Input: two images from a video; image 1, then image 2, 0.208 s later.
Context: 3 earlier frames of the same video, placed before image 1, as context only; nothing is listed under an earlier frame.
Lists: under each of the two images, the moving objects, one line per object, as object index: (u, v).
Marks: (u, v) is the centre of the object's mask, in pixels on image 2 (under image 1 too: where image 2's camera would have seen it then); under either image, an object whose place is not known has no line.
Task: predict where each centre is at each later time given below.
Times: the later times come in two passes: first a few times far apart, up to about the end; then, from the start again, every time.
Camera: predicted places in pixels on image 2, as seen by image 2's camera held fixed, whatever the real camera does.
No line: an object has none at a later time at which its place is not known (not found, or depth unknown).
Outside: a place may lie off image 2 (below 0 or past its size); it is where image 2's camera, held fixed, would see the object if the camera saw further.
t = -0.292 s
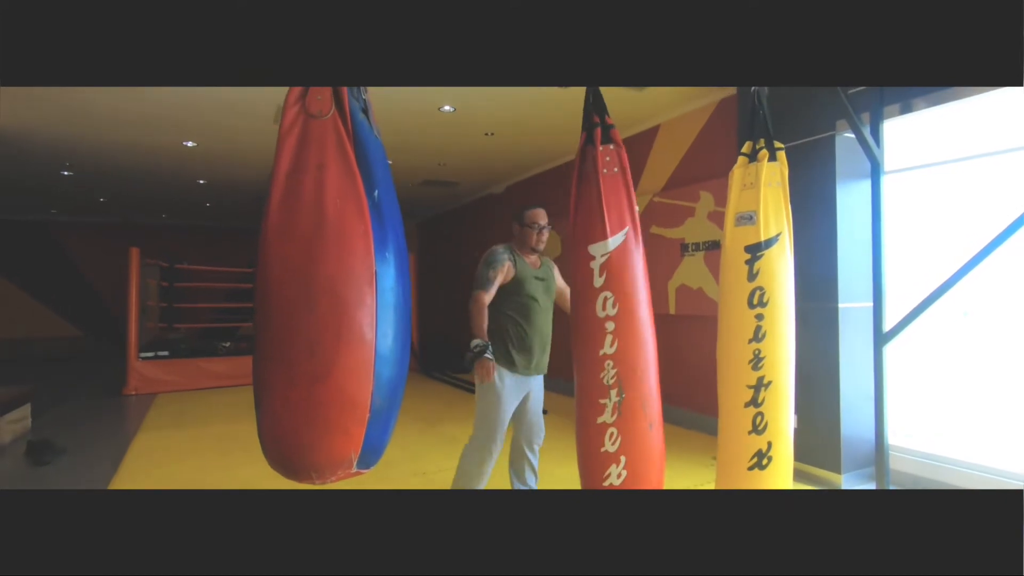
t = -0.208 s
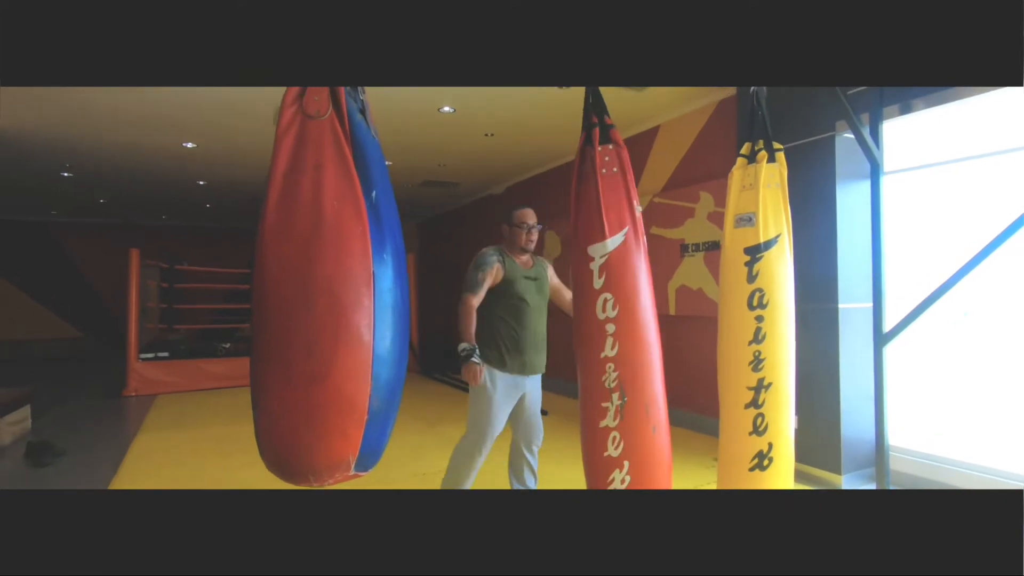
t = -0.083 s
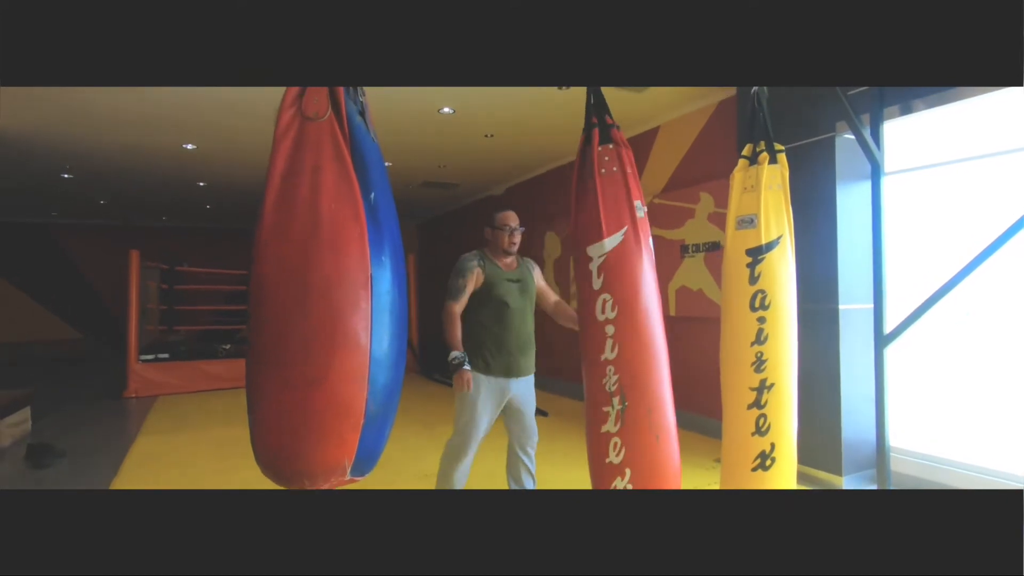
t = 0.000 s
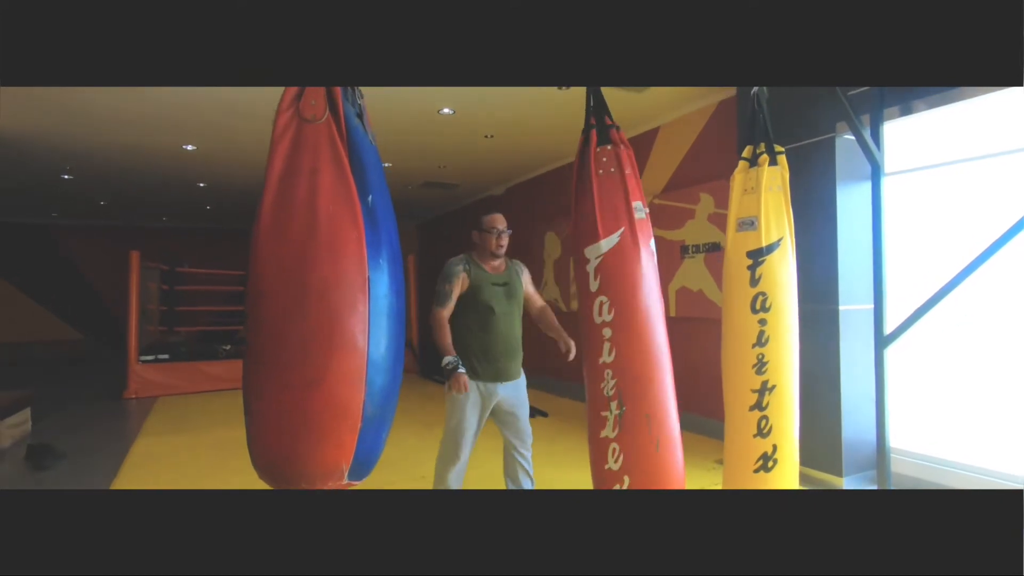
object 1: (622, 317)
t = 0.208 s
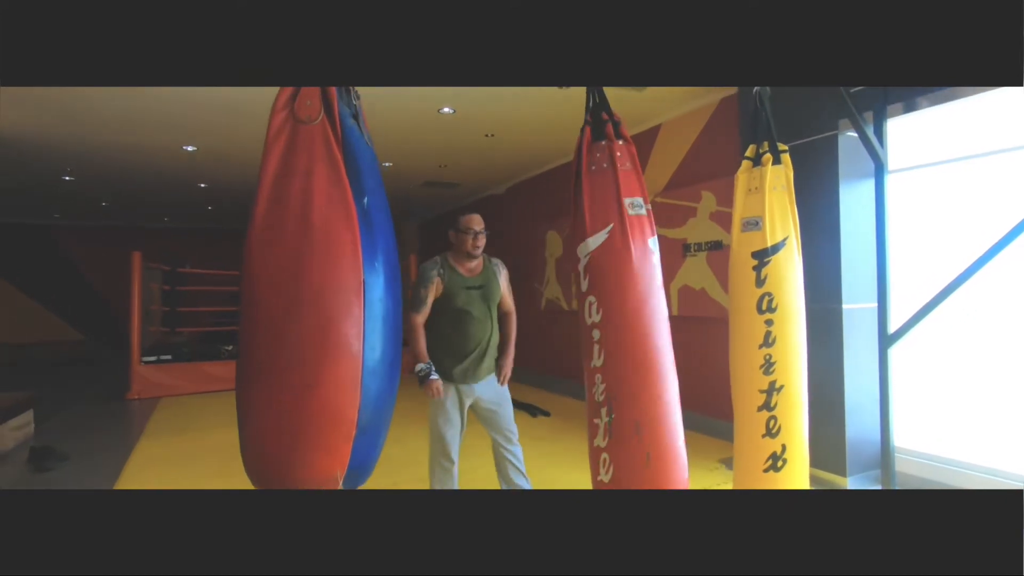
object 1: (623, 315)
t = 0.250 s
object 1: (623, 314)
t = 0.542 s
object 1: (607, 310)
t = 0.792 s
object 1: (587, 307)
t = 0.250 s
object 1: (623, 314)
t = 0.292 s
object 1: (621, 315)
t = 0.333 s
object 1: (620, 314)
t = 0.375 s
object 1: (618, 314)
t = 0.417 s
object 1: (615, 313)
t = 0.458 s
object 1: (612, 312)
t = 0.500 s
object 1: (609, 311)
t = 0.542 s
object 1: (607, 310)
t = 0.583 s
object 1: (604, 310)
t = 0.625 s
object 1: (601, 309)
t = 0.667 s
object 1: (598, 309)
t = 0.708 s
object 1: (594, 308)
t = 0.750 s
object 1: (591, 308)
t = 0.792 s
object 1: (587, 307)
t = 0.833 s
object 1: (584, 307)
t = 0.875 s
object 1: (582, 307)
